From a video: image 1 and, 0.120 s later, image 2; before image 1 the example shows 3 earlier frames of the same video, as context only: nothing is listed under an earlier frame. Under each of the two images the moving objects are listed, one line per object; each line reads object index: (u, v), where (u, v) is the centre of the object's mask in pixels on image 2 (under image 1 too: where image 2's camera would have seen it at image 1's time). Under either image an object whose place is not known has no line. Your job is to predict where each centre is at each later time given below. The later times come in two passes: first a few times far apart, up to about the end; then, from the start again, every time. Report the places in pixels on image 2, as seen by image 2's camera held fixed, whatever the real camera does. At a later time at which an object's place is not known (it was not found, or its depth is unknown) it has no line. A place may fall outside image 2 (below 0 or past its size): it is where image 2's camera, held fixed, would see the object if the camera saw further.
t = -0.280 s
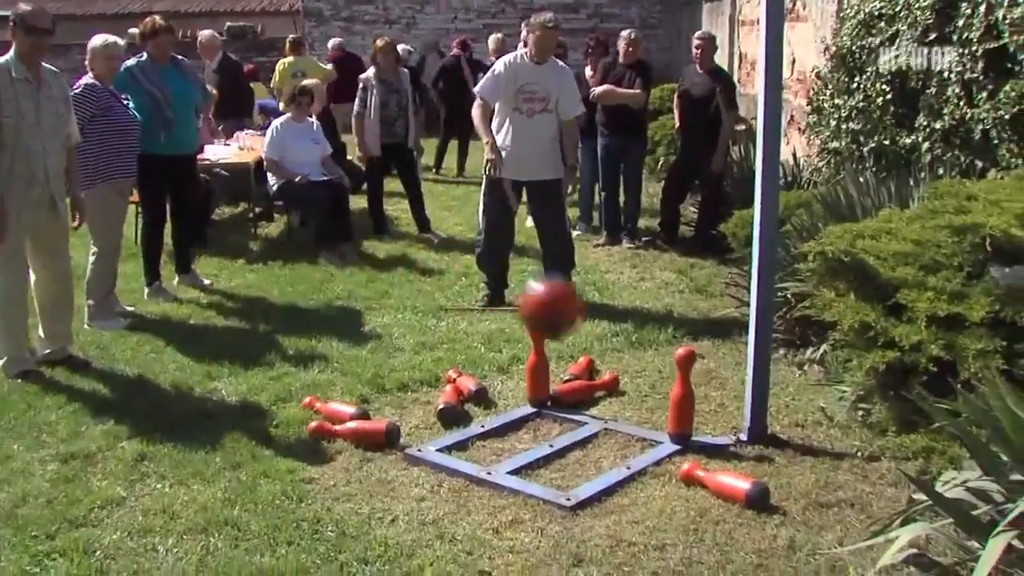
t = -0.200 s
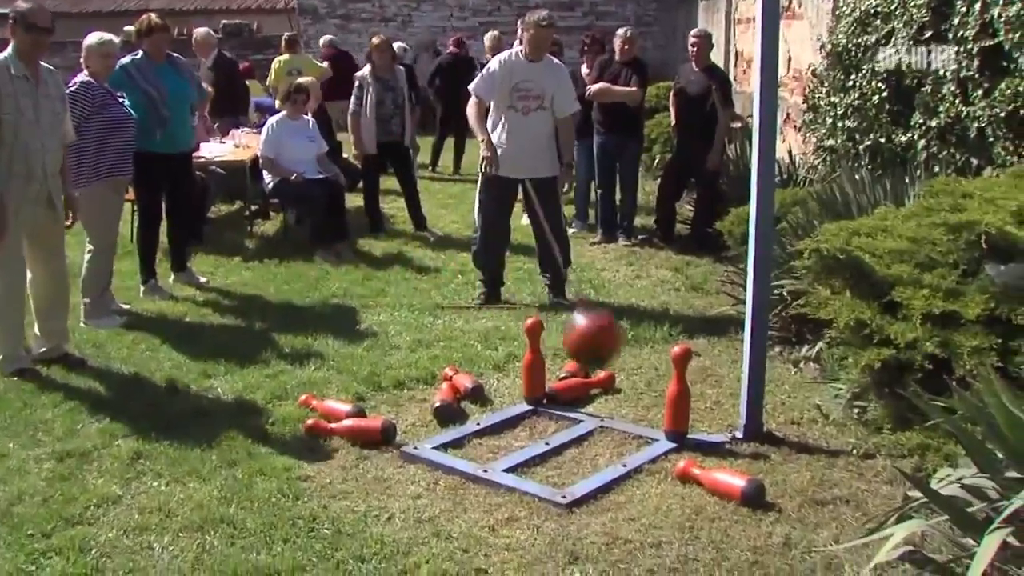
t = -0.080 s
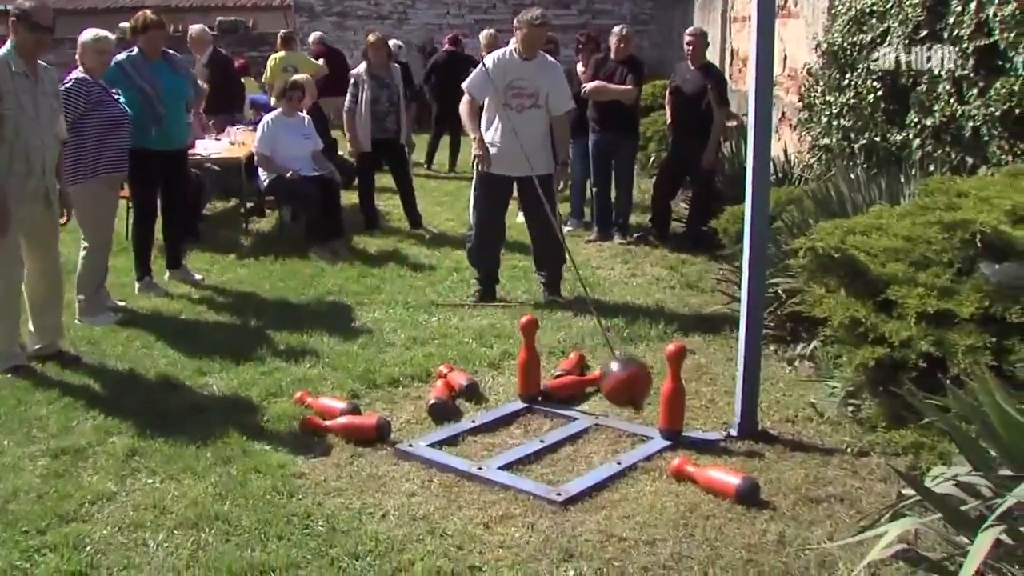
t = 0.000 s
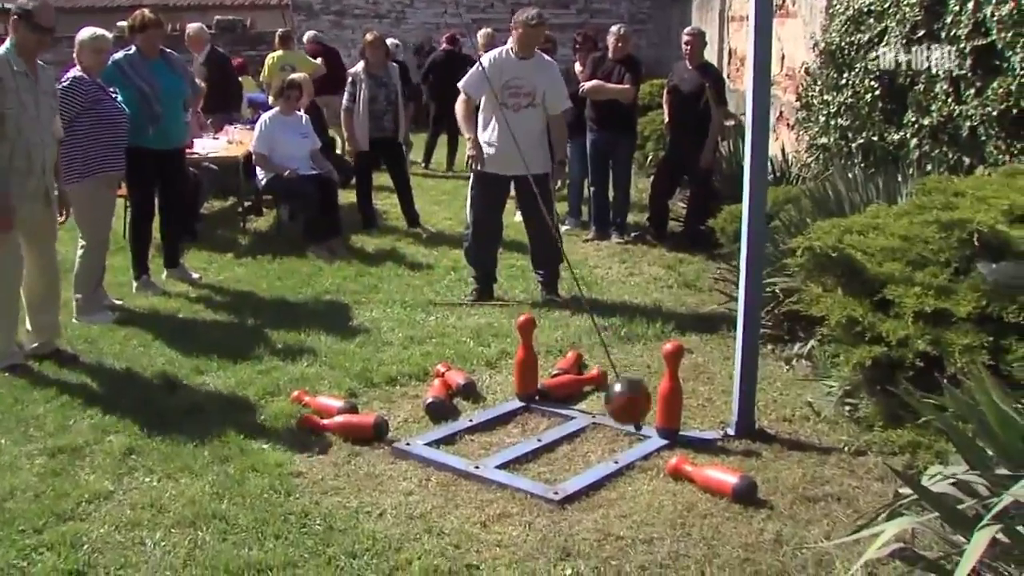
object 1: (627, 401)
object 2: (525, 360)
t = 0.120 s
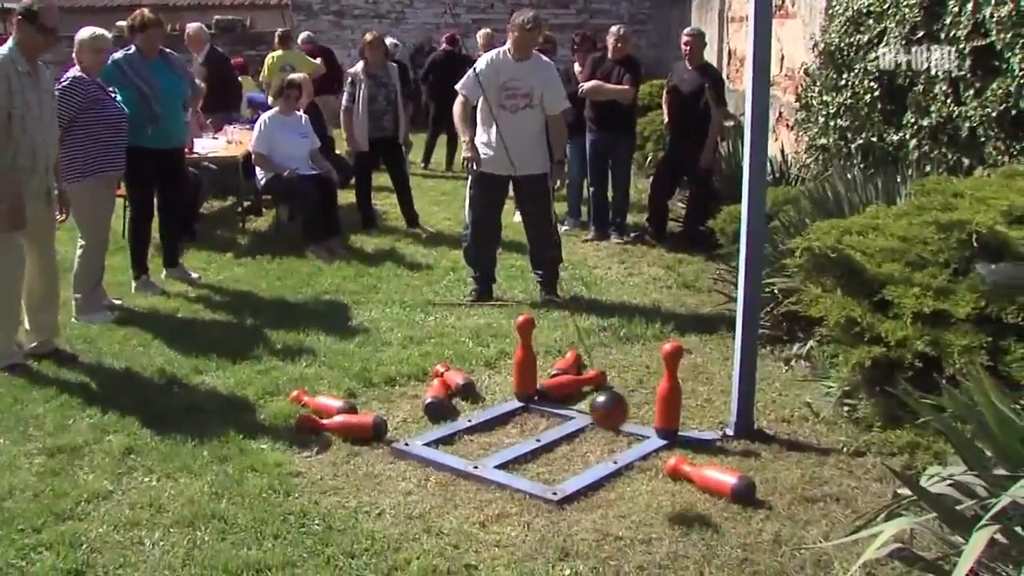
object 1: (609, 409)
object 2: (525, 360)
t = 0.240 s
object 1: (570, 393)
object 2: (525, 360)
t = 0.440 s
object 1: (506, 339)
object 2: (511, 351)
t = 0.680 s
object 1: (444, 362)
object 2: (491, 367)
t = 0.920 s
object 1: (368, 370)
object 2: (472, 360)
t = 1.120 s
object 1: (310, 376)
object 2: (470, 360)
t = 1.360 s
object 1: (263, 389)
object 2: (472, 360)
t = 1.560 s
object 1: (247, 401)
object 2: (473, 363)
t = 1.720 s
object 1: (249, 415)
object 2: (473, 363)
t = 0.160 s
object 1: (598, 405)
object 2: (525, 360)
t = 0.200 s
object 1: (586, 400)
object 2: (525, 360)
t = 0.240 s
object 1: (570, 393)
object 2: (525, 360)
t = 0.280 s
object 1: (555, 382)
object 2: (525, 360)
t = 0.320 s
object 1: (540, 366)
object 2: (524, 359)
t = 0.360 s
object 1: (526, 355)
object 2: (524, 359)
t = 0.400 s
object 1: (515, 344)
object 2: (518, 353)
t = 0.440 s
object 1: (506, 339)
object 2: (511, 351)
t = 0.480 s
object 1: (495, 336)
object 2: (509, 362)
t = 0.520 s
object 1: (485, 335)
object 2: (505, 365)
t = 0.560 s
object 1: (475, 337)
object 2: (503, 372)
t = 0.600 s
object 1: (465, 343)
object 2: (500, 370)
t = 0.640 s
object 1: (454, 353)
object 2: (496, 368)
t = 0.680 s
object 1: (444, 362)
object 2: (491, 367)
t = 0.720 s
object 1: (432, 367)
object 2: (487, 365)
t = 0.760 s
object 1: (420, 364)
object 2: (483, 363)
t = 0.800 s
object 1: (407, 362)
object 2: (479, 362)
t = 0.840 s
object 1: (394, 361)
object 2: (476, 361)
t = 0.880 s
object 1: (380, 363)
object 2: (474, 360)
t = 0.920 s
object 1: (368, 370)
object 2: (472, 360)
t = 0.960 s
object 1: (354, 377)
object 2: (471, 360)
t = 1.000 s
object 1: (340, 381)
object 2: (470, 360)
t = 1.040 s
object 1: (330, 377)
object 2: (470, 360)
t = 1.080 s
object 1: (320, 377)
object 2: (470, 360)
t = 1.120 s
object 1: (310, 376)
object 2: (470, 360)
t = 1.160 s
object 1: (301, 379)
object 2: (471, 360)
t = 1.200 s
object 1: (291, 385)
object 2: (471, 360)
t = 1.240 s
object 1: (283, 389)
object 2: (471, 360)
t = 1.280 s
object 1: (276, 388)
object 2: (471, 360)
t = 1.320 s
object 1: (269, 388)
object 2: (472, 360)
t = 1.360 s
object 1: (263, 389)
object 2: (472, 360)
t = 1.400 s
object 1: (258, 391)
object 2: (472, 360)
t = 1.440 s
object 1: (254, 394)
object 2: (472, 360)
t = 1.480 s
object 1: (250, 397)
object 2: (472, 361)
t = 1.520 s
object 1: (248, 400)
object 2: (473, 363)
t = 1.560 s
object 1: (247, 401)
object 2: (473, 363)
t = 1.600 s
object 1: (246, 402)
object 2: (473, 363)
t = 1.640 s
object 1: (247, 408)
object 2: (473, 363)
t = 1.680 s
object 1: (247, 413)
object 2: (473, 363)
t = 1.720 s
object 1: (249, 415)
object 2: (473, 363)
